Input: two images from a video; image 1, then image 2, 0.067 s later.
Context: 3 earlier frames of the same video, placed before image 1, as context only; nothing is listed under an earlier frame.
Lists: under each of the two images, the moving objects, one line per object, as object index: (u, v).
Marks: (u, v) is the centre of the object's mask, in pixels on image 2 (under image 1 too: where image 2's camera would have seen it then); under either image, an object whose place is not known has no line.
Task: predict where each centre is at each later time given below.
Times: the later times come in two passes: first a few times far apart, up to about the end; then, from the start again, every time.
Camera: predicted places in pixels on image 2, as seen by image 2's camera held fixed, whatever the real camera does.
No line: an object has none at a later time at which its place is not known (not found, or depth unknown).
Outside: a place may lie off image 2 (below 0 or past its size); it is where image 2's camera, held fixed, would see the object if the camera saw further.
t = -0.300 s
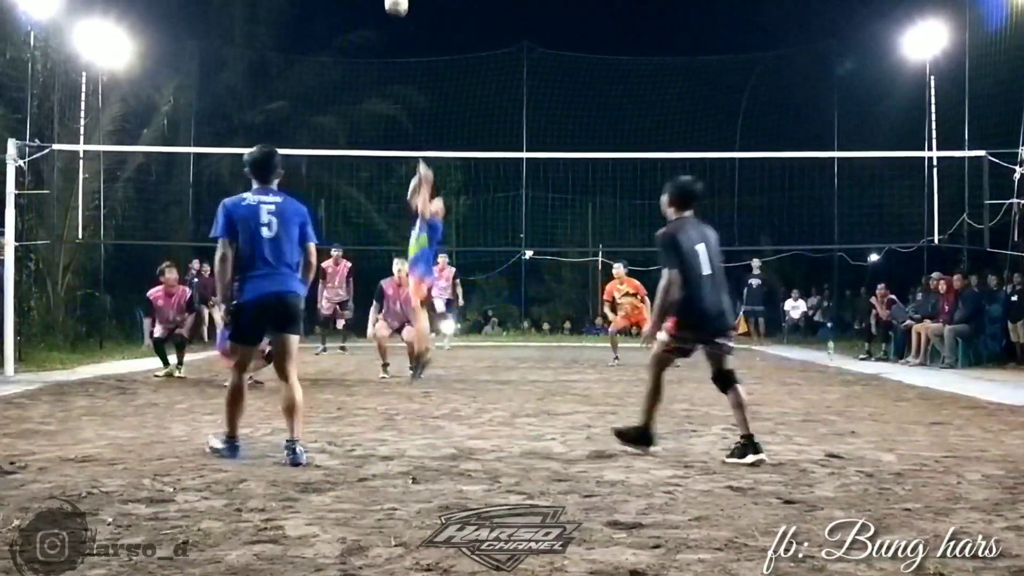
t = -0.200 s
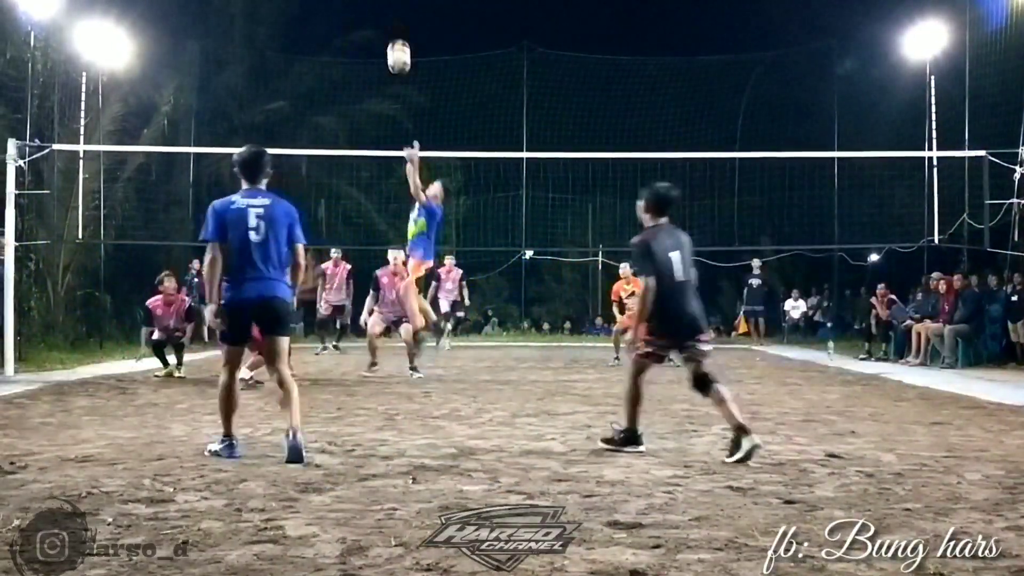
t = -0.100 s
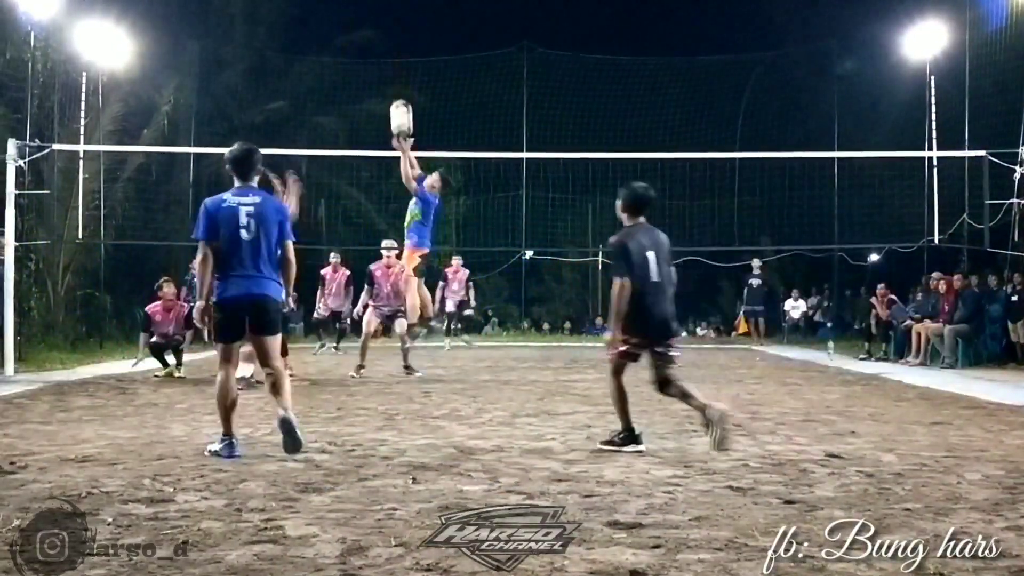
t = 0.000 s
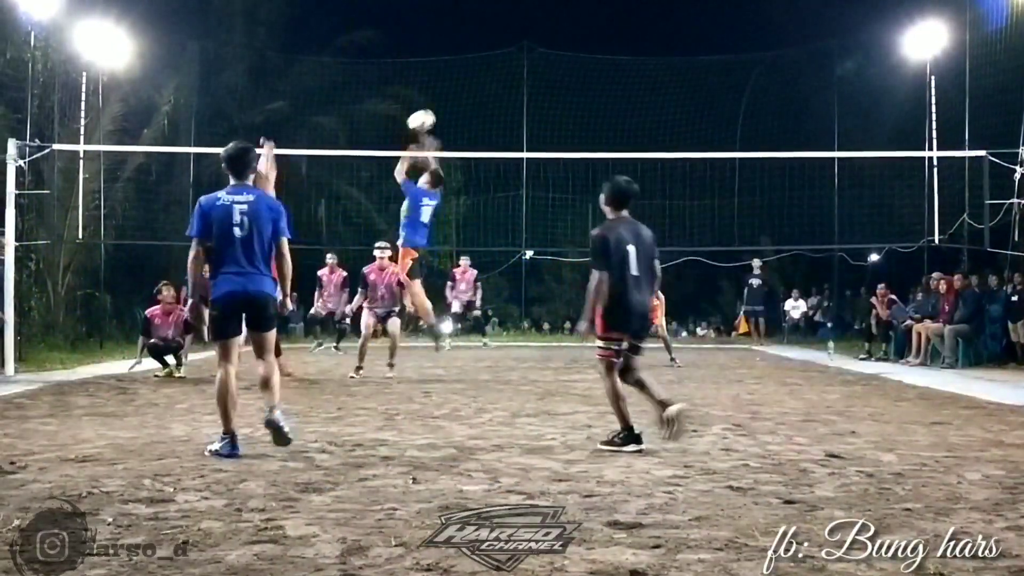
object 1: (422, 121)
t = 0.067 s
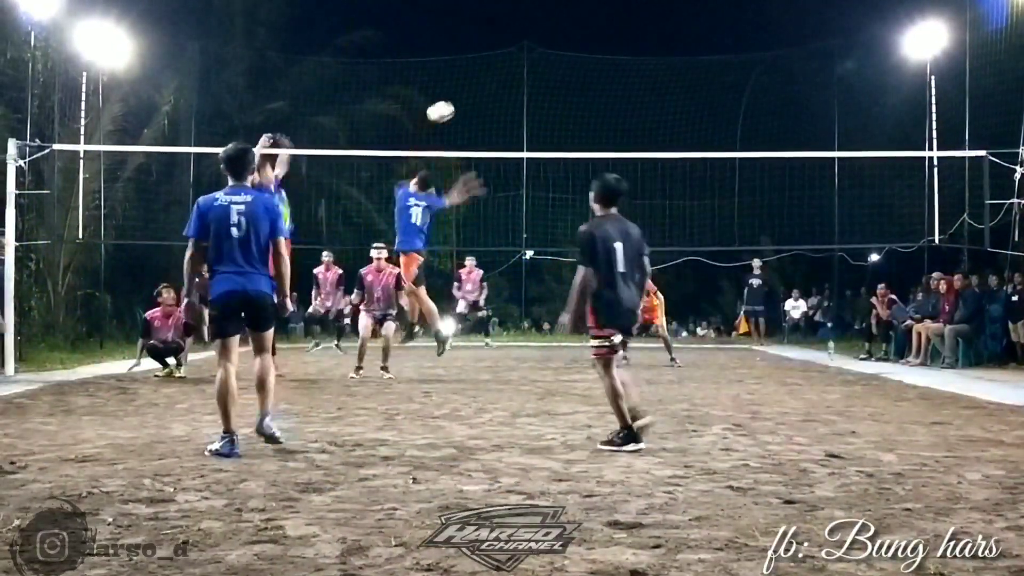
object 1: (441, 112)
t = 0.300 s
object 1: (497, 113)
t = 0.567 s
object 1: (547, 159)
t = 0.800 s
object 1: (582, 227)
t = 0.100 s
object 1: (450, 109)
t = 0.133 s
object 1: (458, 107)
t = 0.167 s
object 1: (467, 106)
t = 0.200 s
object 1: (474, 106)
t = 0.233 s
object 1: (483, 108)
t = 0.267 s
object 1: (490, 110)
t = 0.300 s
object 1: (497, 113)
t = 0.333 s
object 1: (504, 116)
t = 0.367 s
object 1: (511, 121)
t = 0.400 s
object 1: (517, 126)
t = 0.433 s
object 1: (523, 131)
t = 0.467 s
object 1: (530, 138)
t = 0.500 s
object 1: (535, 143)
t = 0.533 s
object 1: (542, 151)
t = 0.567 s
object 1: (547, 159)
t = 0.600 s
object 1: (553, 168)
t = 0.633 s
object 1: (557, 176)
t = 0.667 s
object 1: (563, 186)
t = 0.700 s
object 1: (567, 195)
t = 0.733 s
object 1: (573, 206)
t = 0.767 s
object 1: (577, 216)
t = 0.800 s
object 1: (582, 227)
